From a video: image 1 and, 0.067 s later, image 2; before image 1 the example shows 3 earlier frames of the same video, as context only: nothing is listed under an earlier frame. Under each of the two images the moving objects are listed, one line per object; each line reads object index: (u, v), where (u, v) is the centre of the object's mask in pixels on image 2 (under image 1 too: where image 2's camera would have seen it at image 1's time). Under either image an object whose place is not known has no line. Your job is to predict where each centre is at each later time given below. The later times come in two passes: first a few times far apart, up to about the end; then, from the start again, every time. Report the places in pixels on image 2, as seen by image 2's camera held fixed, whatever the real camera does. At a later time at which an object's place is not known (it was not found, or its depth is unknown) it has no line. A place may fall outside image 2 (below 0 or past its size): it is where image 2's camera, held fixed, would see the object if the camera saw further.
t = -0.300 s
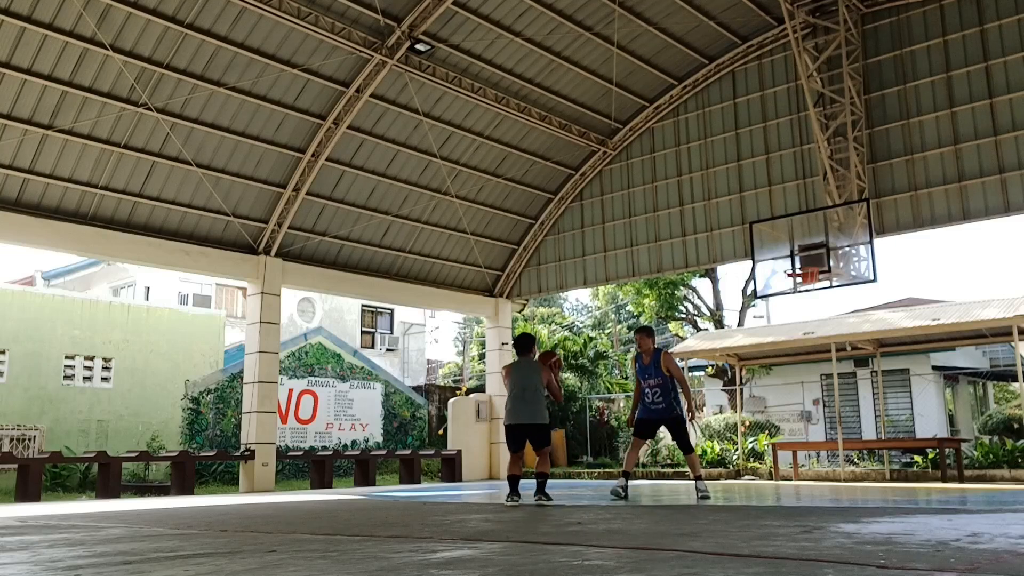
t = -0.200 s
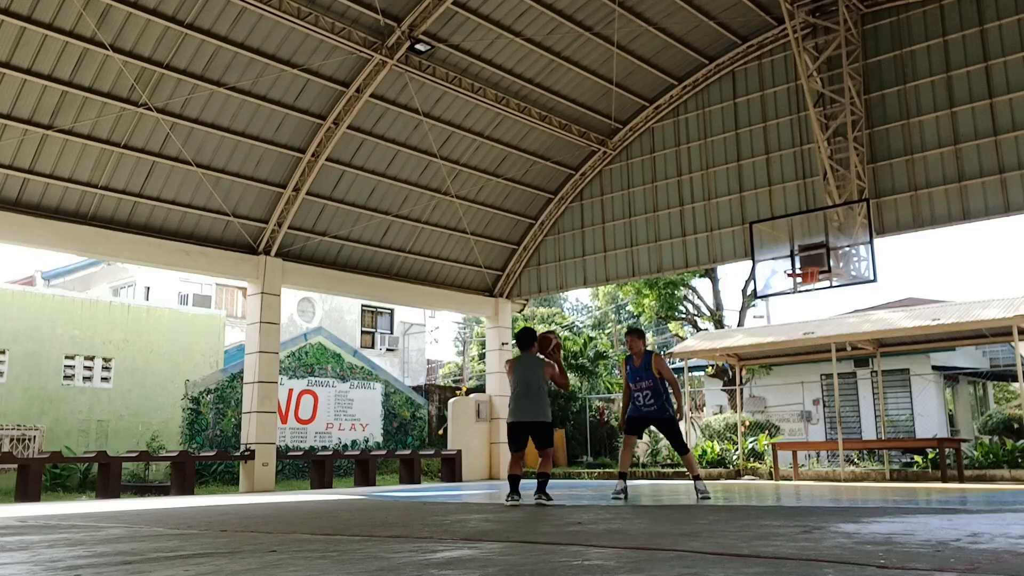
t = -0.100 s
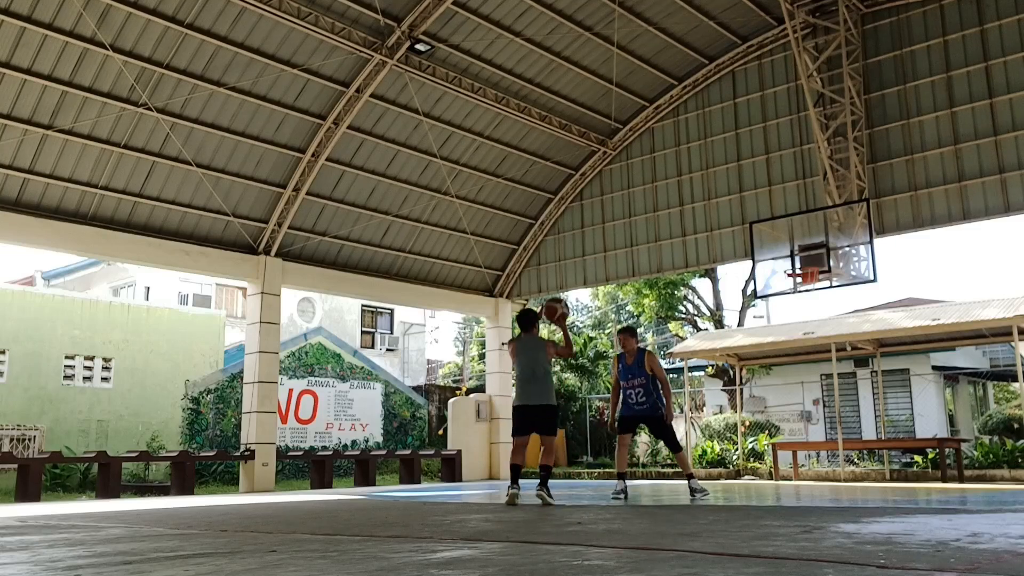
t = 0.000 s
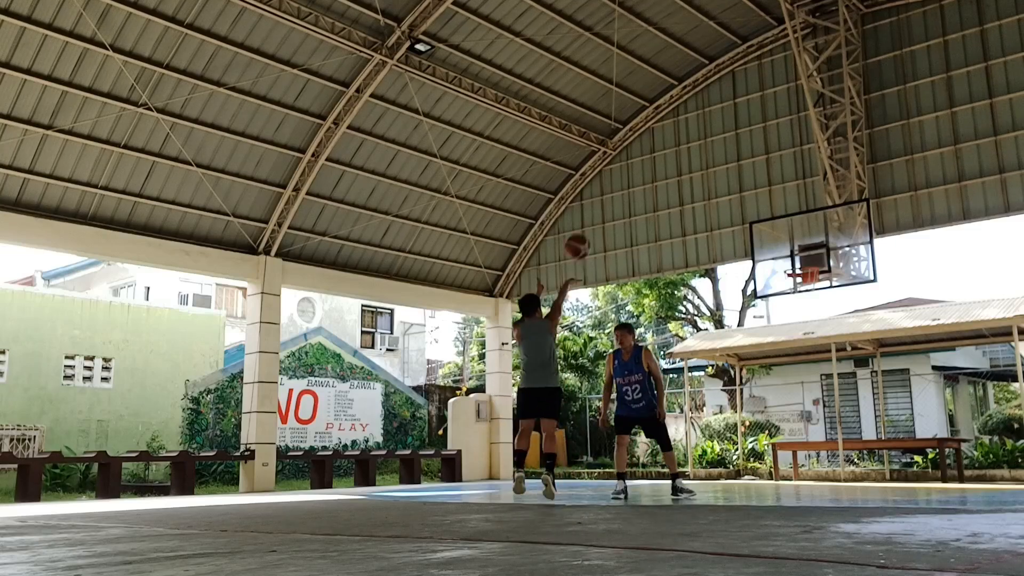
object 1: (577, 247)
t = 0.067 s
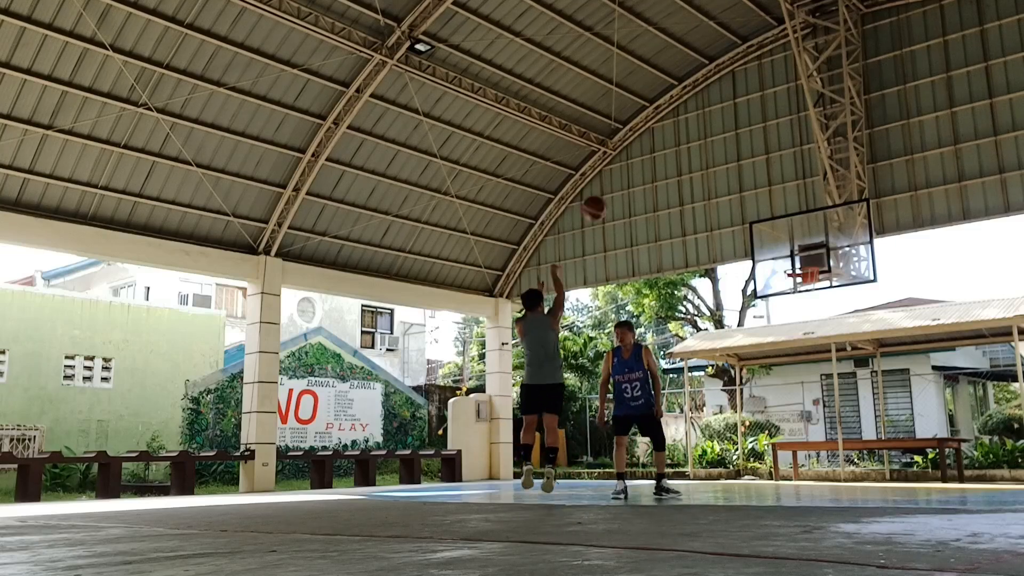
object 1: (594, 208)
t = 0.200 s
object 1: (625, 150)
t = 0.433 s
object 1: (671, 99)
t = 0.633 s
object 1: (706, 95)
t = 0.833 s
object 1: (739, 120)
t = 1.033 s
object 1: (768, 169)
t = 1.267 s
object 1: (802, 254)
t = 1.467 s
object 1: (774, 245)
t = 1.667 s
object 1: (744, 232)
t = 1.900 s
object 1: (712, 253)
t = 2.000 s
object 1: (698, 273)
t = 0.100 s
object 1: (602, 191)
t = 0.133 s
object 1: (610, 176)
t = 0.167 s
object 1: (618, 162)
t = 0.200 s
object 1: (625, 150)
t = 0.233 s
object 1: (633, 139)
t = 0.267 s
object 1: (640, 129)
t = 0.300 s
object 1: (648, 121)
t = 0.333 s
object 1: (654, 114)
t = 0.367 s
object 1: (659, 108)
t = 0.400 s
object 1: (666, 103)
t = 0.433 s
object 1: (671, 99)
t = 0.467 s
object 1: (677, 96)
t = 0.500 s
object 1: (683, 95)
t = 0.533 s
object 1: (689, 94)
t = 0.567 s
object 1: (694, 94)
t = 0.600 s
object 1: (700, 94)
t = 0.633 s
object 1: (706, 95)
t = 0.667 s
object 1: (711, 97)
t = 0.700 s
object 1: (716, 101)
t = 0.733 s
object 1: (722, 104)
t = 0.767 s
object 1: (728, 109)
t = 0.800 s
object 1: (733, 113)
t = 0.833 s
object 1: (739, 120)
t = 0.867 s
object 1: (744, 127)
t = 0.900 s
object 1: (748, 134)
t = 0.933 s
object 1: (753, 142)
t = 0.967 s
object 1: (759, 150)
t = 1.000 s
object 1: (763, 158)
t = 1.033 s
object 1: (768, 169)
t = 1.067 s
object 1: (774, 179)
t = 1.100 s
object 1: (777, 190)
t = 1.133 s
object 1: (782, 203)
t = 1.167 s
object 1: (786, 214)
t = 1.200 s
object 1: (792, 227)
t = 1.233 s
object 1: (797, 240)
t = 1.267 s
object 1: (802, 254)
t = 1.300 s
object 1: (804, 265)
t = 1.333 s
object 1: (797, 264)
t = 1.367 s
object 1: (789, 261)
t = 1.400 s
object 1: (784, 255)
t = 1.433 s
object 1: (779, 250)
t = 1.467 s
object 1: (774, 245)
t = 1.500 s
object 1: (769, 241)
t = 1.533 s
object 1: (763, 238)
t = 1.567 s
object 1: (759, 235)
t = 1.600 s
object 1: (754, 233)
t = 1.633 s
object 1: (749, 232)
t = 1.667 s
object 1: (744, 232)
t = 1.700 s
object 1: (739, 233)
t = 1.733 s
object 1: (735, 234)
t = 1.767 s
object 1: (731, 236)
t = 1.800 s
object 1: (725, 239)
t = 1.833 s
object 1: (720, 243)
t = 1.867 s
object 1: (716, 247)
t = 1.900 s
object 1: (712, 253)
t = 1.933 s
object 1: (707, 258)
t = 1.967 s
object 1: (702, 265)
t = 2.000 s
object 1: (698, 273)
